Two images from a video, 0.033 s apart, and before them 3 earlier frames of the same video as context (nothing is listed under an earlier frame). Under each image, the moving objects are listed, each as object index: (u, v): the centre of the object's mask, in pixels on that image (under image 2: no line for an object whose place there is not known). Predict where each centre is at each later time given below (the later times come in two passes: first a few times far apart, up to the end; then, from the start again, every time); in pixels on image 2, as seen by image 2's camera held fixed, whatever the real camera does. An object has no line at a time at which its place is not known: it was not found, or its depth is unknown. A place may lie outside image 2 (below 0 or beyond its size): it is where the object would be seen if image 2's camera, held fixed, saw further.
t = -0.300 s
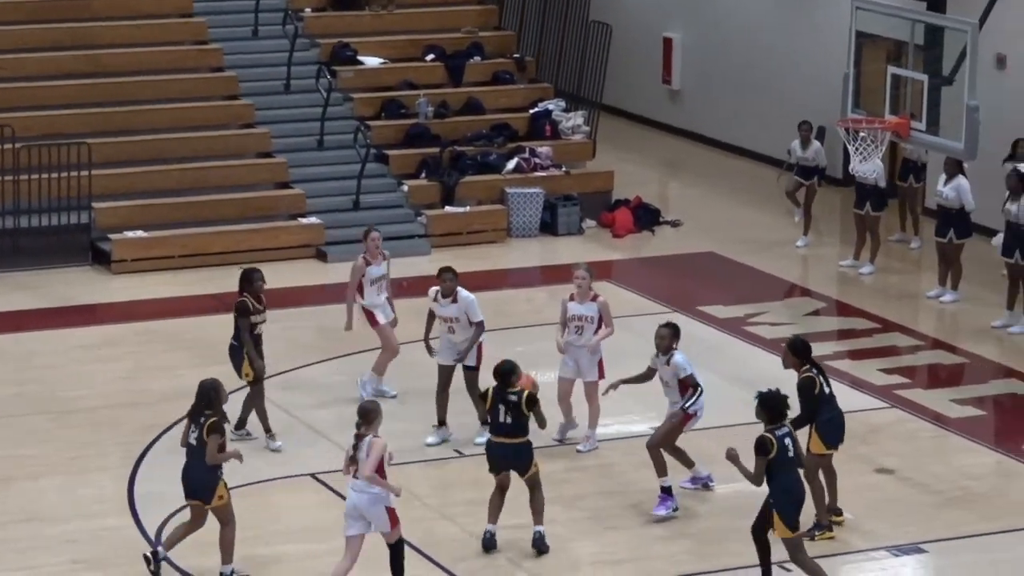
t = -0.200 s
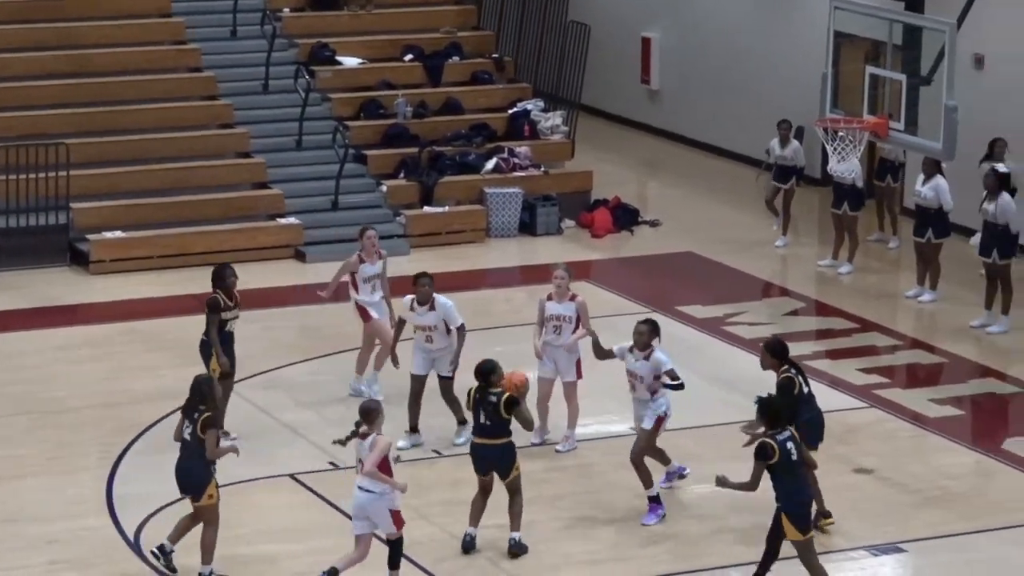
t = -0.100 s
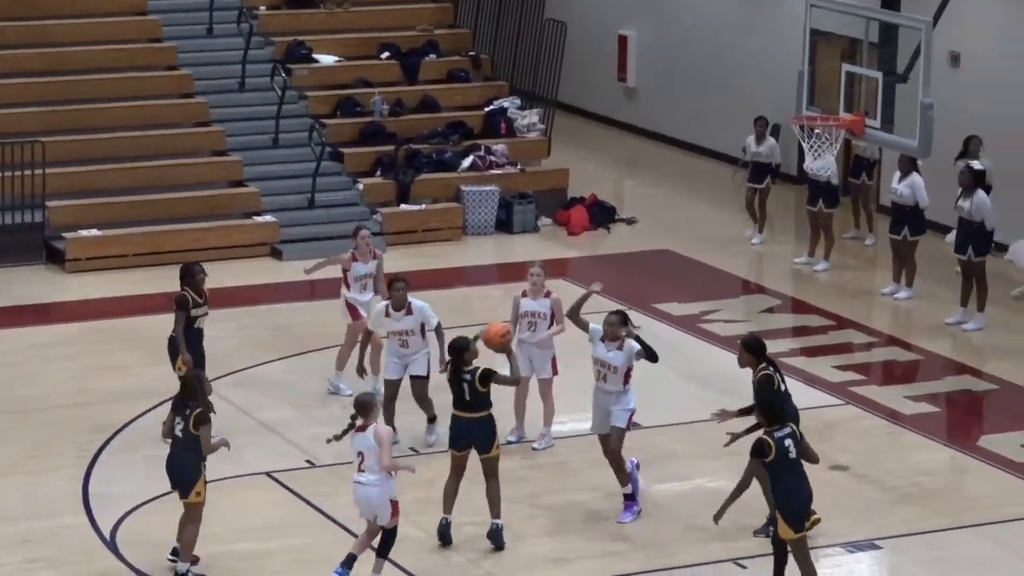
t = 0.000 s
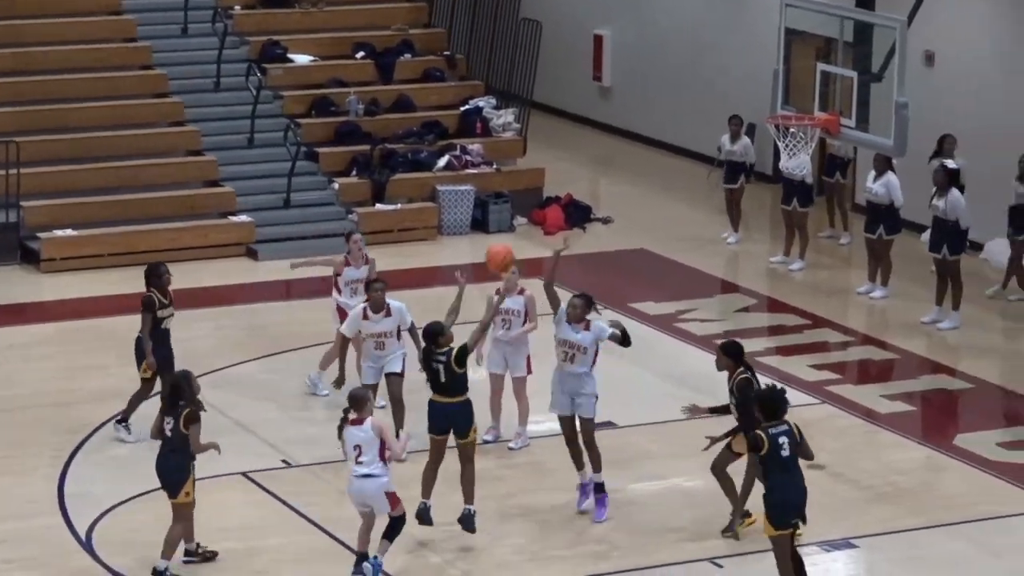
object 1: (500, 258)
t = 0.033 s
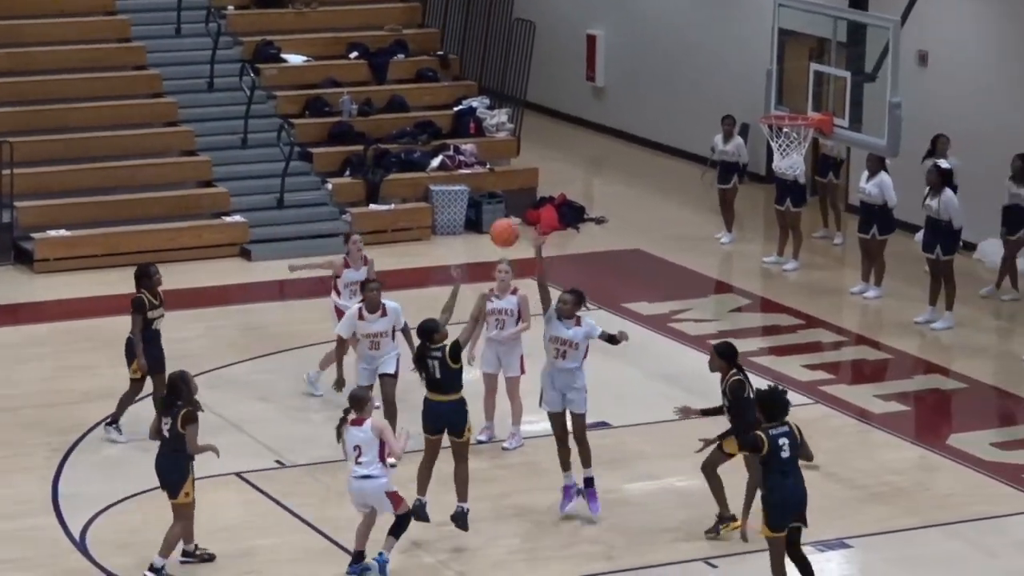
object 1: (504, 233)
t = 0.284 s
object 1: (581, 87)
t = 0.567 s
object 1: (662, 19)
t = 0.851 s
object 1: (735, 48)
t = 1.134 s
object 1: (804, 132)
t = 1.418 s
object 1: (768, 191)
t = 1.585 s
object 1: (744, 261)
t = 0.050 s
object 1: (510, 220)
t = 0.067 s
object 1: (515, 209)
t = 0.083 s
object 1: (520, 198)
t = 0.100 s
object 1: (525, 187)
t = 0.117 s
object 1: (531, 175)
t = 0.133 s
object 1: (536, 165)
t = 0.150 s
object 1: (541, 155)
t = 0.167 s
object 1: (547, 145)
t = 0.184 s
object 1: (552, 135)
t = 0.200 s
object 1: (557, 127)
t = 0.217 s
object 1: (561, 117)
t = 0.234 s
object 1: (566, 110)
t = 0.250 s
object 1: (571, 101)
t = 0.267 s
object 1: (576, 95)
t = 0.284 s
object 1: (581, 87)
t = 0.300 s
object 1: (586, 81)
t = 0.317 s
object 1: (592, 75)
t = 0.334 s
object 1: (596, 68)
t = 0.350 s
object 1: (601, 62)
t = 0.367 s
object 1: (606, 57)
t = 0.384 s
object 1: (610, 51)
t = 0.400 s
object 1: (616, 47)
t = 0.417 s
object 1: (620, 42)
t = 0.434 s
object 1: (625, 39)
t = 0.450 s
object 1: (630, 35)
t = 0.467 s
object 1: (634, 32)
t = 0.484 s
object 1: (639, 29)
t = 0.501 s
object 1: (644, 26)
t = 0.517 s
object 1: (648, 24)
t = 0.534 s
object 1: (653, 22)
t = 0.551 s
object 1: (658, 20)
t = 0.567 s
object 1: (662, 19)
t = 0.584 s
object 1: (667, 17)
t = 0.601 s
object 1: (672, 17)
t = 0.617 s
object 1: (676, 17)
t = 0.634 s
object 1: (680, 17)
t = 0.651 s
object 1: (685, 17)
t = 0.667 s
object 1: (689, 18)
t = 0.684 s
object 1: (693, 19)
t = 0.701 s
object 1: (698, 20)
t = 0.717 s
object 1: (702, 22)
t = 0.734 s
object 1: (707, 24)
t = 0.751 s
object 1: (711, 26)
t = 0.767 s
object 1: (715, 29)
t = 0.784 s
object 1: (719, 32)
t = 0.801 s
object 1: (723, 36)
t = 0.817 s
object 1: (728, 39)
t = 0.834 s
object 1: (732, 43)
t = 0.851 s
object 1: (735, 48)
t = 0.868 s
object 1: (740, 53)
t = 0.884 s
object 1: (744, 58)
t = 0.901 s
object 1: (748, 63)
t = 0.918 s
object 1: (752, 68)
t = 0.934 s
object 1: (756, 74)
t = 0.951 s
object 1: (759, 80)
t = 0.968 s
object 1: (764, 87)
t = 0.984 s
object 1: (768, 92)
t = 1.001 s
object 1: (771, 100)
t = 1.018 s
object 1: (775, 107)
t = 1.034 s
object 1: (778, 110)
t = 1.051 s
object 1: (785, 112)
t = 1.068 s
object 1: (790, 114)
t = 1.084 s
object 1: (796, 116)
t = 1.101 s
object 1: (798, 121)
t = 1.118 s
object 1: (802, 126)
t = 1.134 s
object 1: (804, 132)
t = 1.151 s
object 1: (802, 137)
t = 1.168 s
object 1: (802, 138)
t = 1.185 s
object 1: (799, 142)
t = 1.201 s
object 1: (796, 144)
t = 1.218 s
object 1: (794, 148)
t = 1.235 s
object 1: (792, 149)
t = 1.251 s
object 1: (790, 151)
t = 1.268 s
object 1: (787, 152)
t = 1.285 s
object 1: (787, 159)
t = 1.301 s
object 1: (782, 166)
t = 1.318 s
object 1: (779, 173)
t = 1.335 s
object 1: (778, 174)
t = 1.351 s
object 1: (776, 176)
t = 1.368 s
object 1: (774, 179)
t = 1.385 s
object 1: (772, 183)
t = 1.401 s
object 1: (769, 187)
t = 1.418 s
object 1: (768, 191)
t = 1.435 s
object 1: (767, 197)
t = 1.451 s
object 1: (764, 201)
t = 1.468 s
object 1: (761, 209)
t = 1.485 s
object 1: (759, 215)
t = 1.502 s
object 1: (757, 221)
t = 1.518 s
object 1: (755, 229)
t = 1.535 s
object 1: (752, 236)
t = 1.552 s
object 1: (750, 244)
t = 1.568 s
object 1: (747, 252)
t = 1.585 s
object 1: (744, 261)
